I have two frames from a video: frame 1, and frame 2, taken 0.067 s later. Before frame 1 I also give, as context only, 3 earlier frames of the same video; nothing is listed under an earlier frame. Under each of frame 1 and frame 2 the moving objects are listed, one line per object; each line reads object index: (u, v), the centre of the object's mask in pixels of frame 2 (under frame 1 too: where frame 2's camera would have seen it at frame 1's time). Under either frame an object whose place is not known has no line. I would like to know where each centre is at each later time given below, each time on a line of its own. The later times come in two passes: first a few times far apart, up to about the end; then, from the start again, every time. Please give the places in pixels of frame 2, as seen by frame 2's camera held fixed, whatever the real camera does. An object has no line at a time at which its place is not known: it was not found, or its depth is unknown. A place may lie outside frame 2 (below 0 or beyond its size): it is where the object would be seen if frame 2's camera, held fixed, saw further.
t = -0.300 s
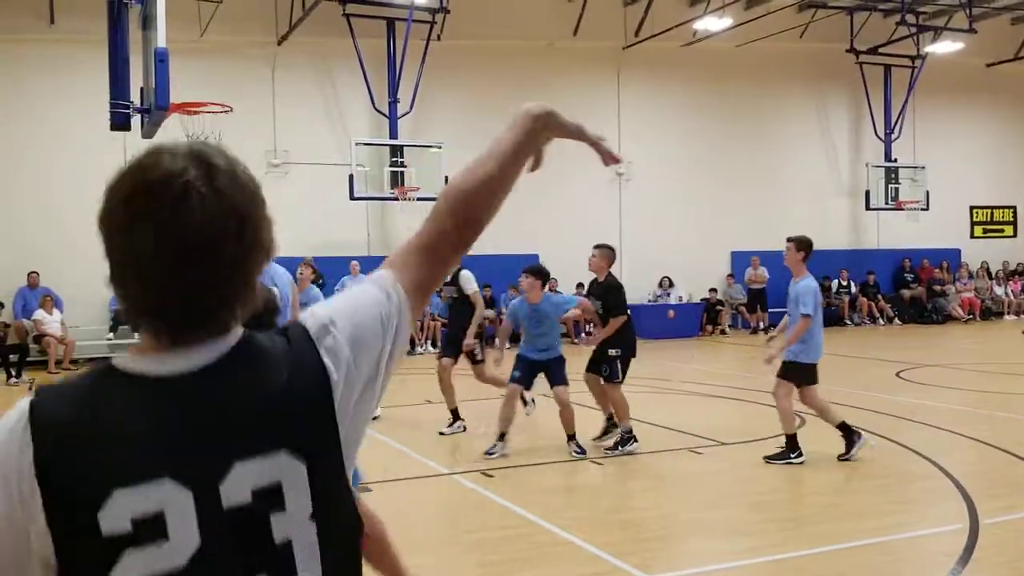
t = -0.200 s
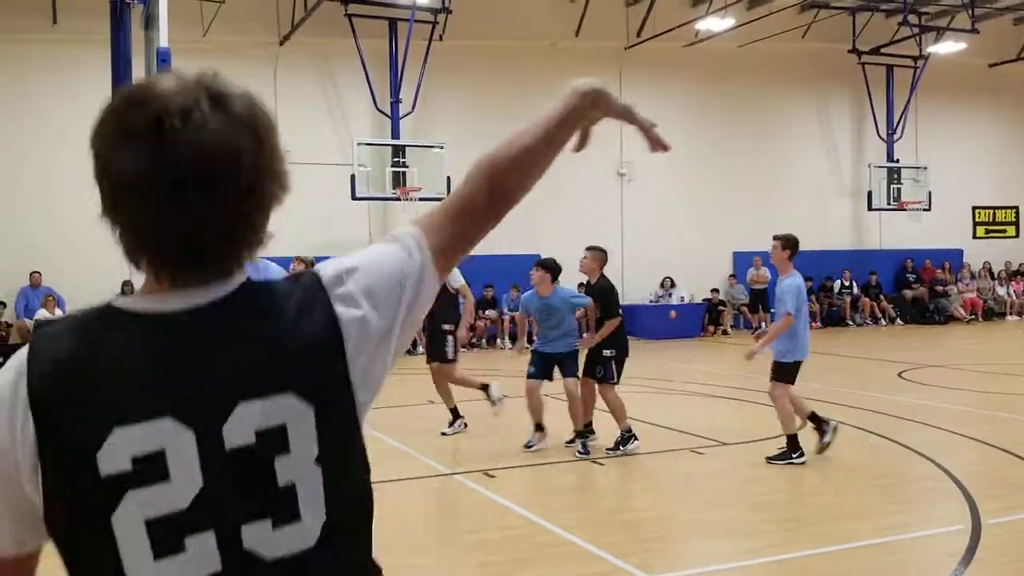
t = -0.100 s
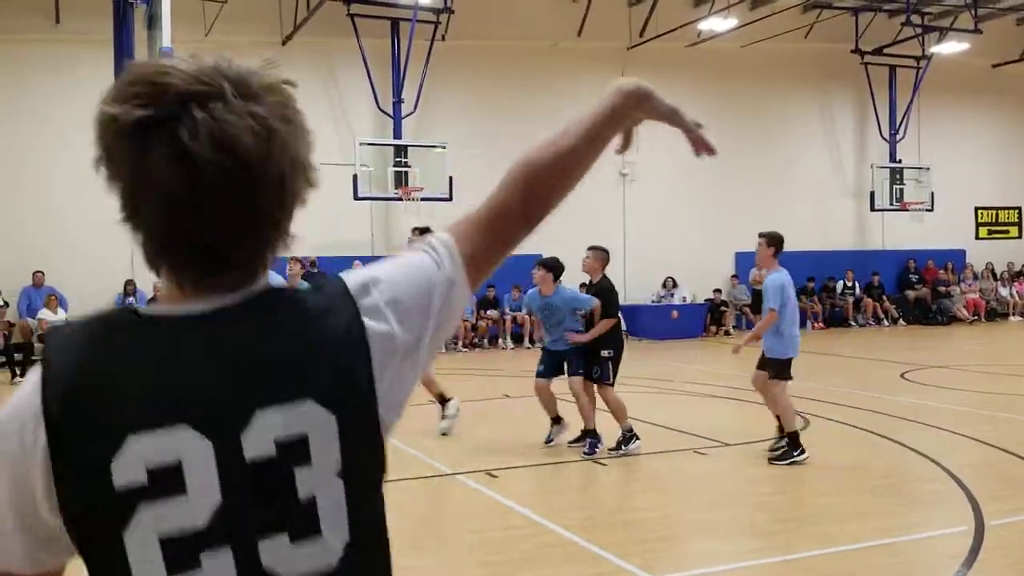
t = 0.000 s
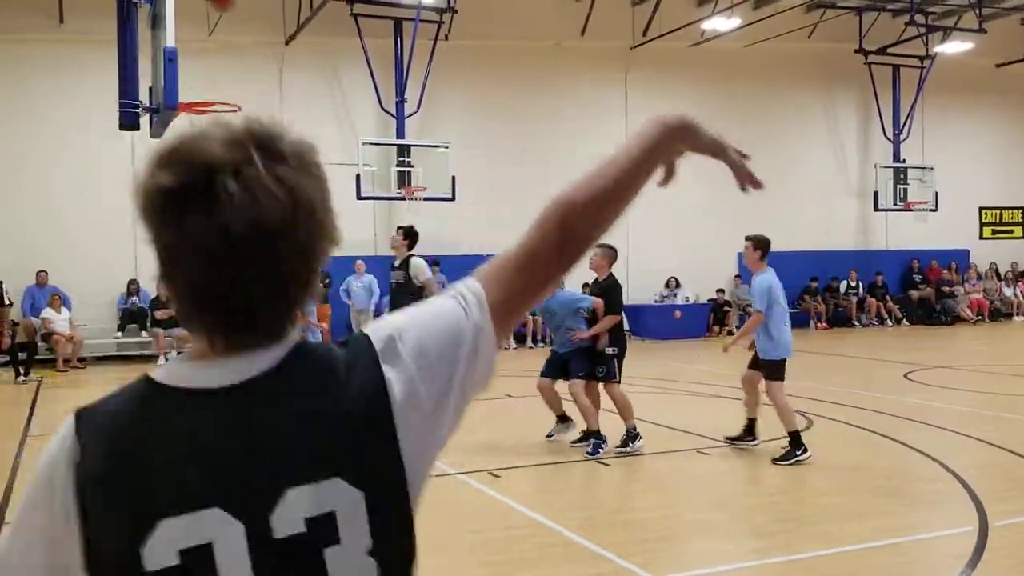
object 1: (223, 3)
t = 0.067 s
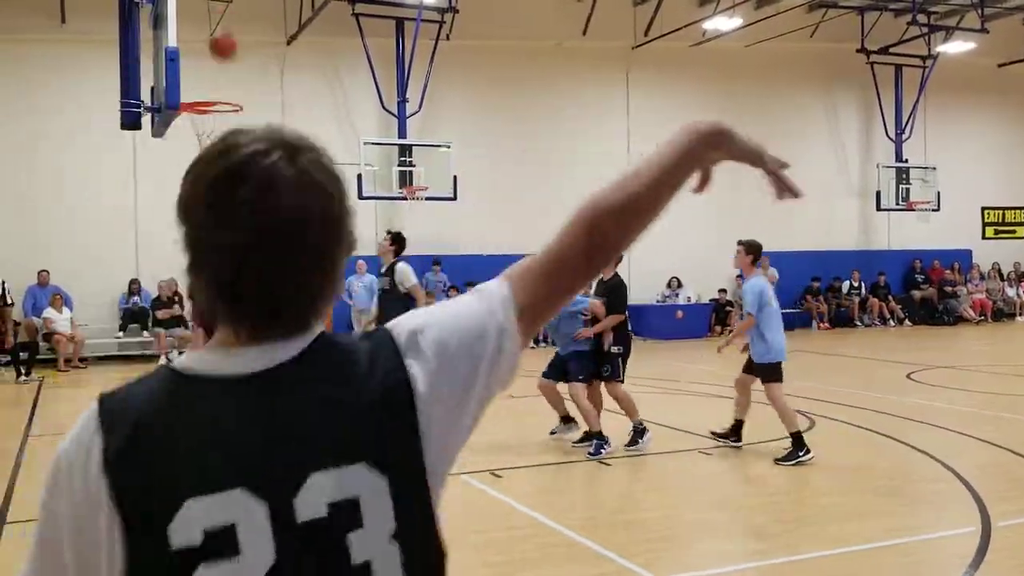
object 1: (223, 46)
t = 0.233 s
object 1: (210, 91)
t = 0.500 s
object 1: (310, 77)
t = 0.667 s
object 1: (367, 103)
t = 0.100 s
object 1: (222, 71)
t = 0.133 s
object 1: (223, 94)
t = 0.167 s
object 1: (215, 104)
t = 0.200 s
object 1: (202, 101)
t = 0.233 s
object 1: (210, 91)
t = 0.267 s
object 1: (224, 88)
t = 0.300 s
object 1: (237, 83)
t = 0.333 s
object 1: (249, 79)
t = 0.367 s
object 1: (261, 76)
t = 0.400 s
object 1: (273, 75)
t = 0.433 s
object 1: (284, 75)
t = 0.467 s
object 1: (298, 75)
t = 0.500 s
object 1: (310, 77)
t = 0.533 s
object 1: (323, 79)
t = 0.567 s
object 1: (334, 84)
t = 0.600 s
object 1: (344, 90)
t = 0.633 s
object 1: (356, 96)
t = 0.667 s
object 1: (367, 103)
